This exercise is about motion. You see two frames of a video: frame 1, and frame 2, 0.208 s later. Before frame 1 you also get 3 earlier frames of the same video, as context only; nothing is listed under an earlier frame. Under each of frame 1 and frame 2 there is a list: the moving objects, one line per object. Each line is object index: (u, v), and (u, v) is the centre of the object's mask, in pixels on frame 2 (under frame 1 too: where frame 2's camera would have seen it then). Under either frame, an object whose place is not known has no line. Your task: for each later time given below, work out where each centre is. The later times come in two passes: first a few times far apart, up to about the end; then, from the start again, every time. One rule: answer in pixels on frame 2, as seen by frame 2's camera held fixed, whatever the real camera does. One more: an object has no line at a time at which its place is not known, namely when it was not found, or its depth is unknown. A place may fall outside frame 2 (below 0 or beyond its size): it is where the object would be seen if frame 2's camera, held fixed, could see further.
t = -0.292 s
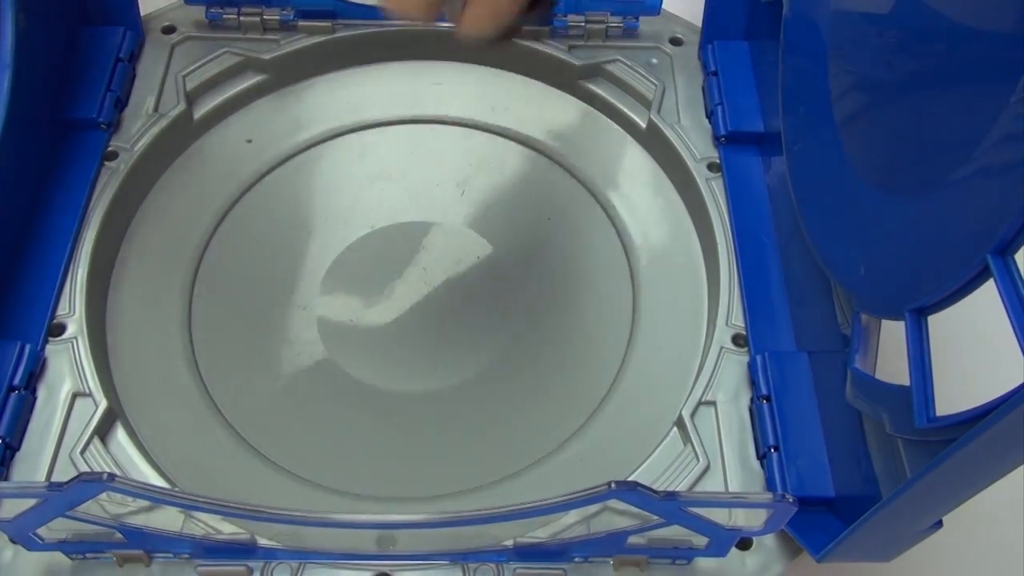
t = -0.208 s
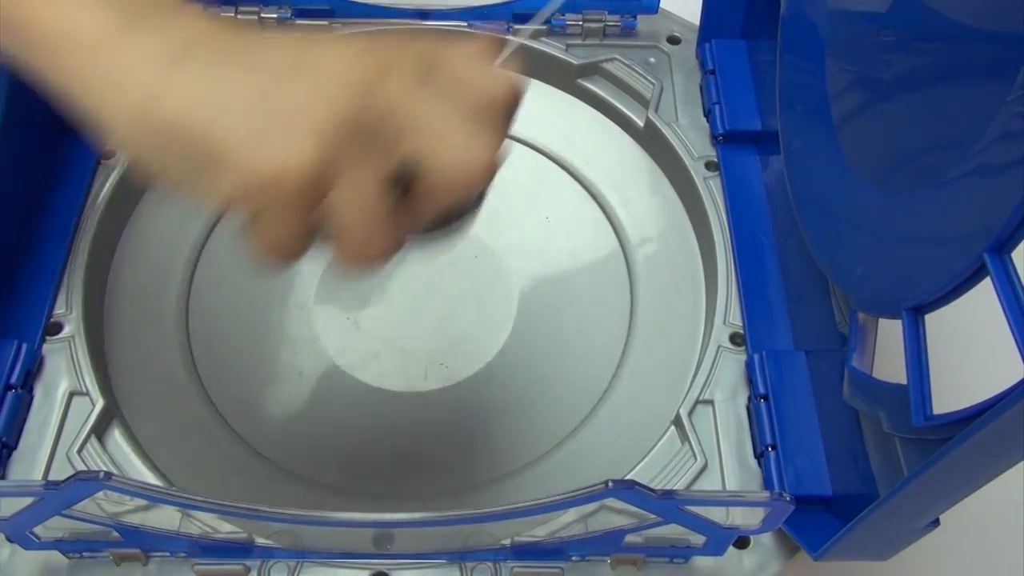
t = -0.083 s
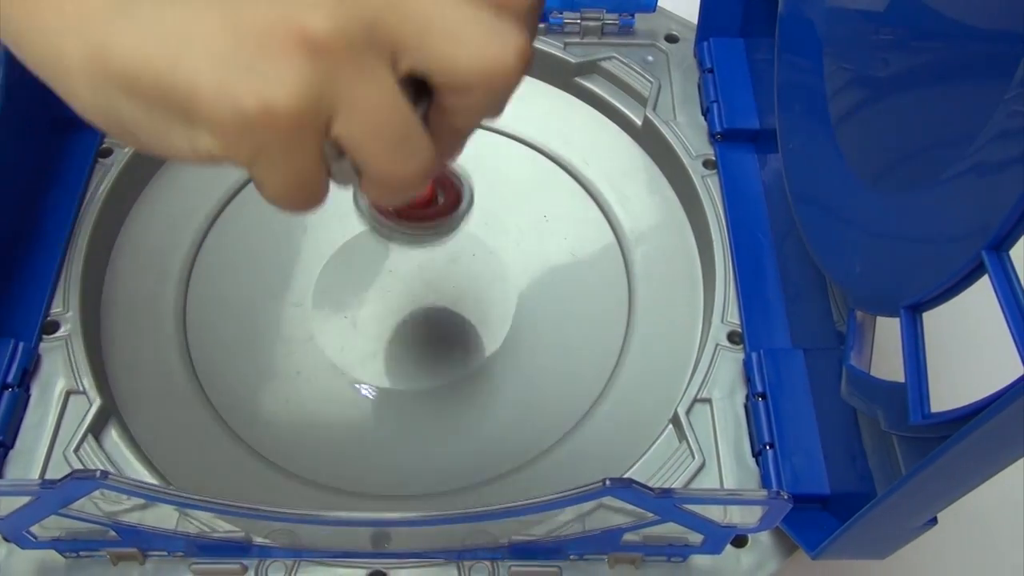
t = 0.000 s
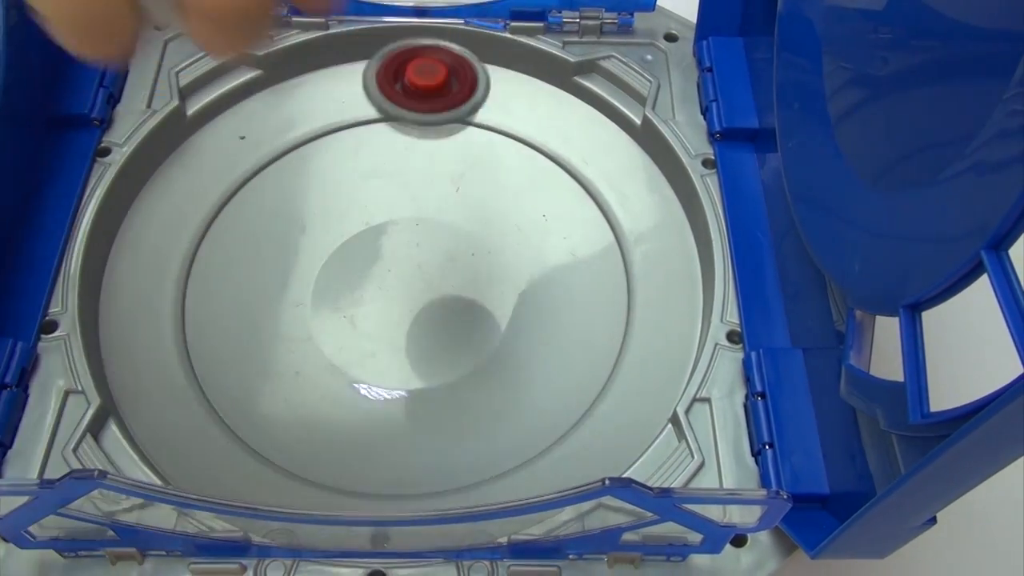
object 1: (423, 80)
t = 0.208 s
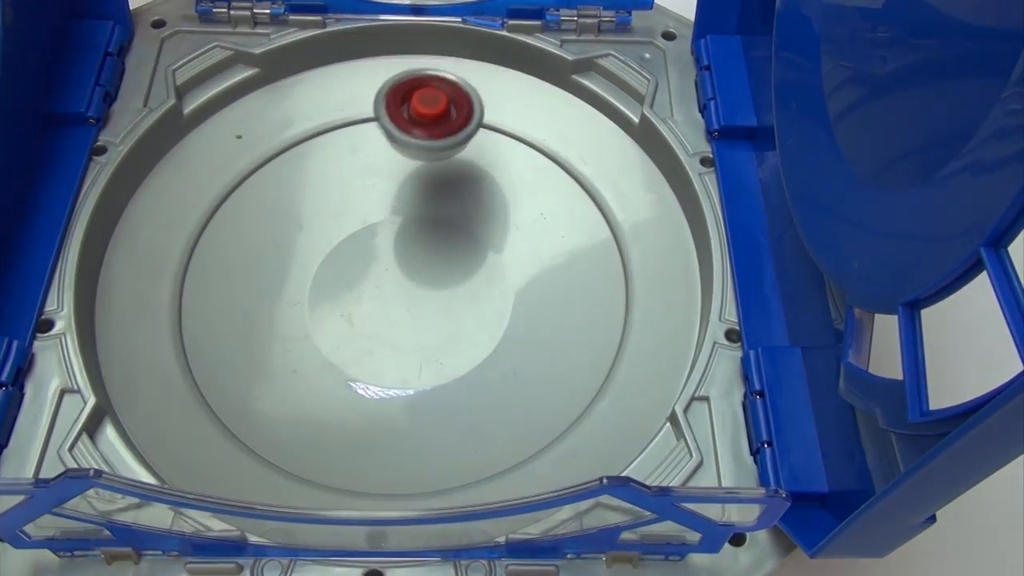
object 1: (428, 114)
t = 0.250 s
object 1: (420, 136)
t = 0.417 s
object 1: (349, 236)
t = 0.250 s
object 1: (420, 136)
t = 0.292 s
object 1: (405, 173)
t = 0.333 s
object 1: (390, 185)
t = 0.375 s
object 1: (369, 231)
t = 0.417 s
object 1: (349, 236)
